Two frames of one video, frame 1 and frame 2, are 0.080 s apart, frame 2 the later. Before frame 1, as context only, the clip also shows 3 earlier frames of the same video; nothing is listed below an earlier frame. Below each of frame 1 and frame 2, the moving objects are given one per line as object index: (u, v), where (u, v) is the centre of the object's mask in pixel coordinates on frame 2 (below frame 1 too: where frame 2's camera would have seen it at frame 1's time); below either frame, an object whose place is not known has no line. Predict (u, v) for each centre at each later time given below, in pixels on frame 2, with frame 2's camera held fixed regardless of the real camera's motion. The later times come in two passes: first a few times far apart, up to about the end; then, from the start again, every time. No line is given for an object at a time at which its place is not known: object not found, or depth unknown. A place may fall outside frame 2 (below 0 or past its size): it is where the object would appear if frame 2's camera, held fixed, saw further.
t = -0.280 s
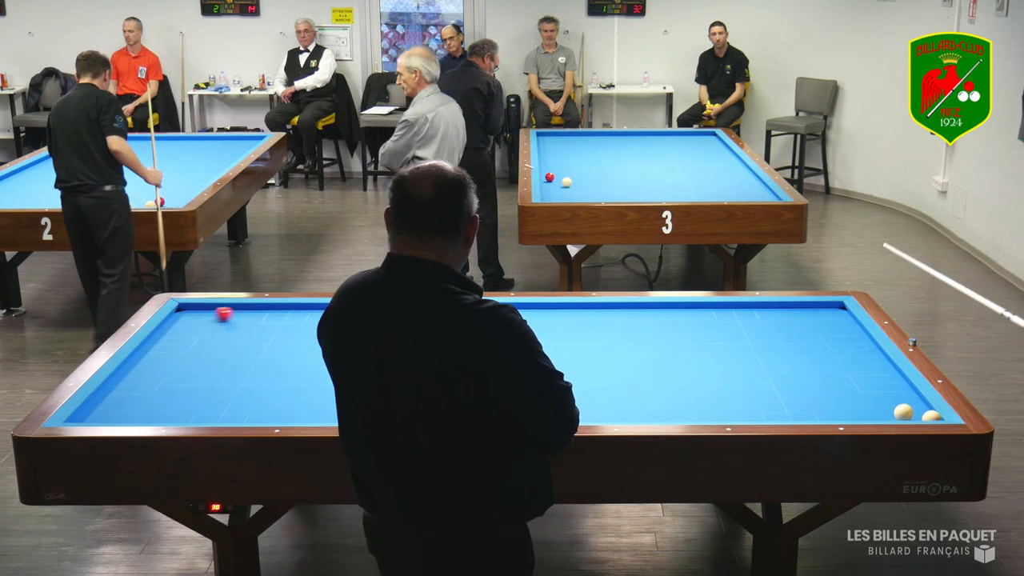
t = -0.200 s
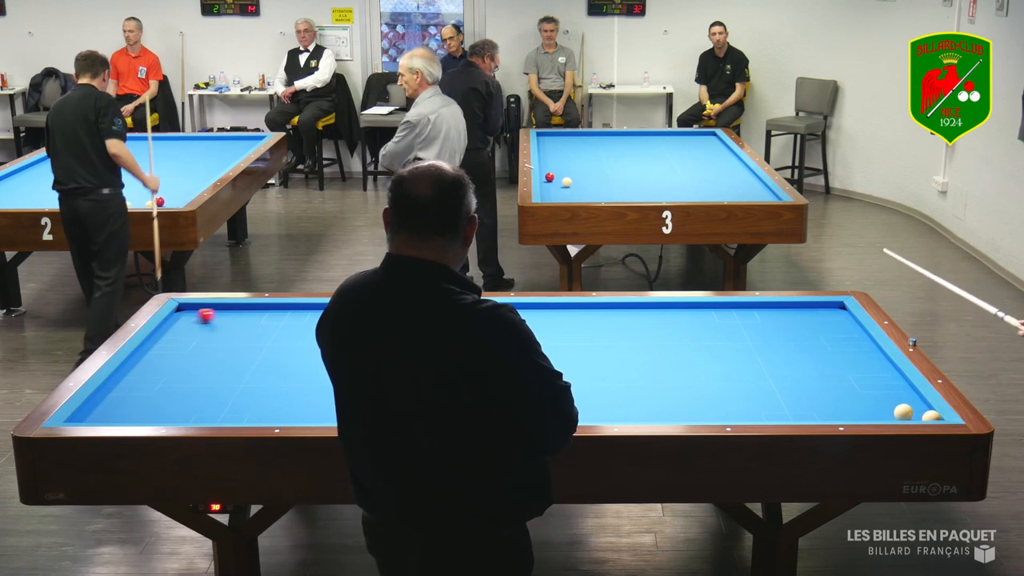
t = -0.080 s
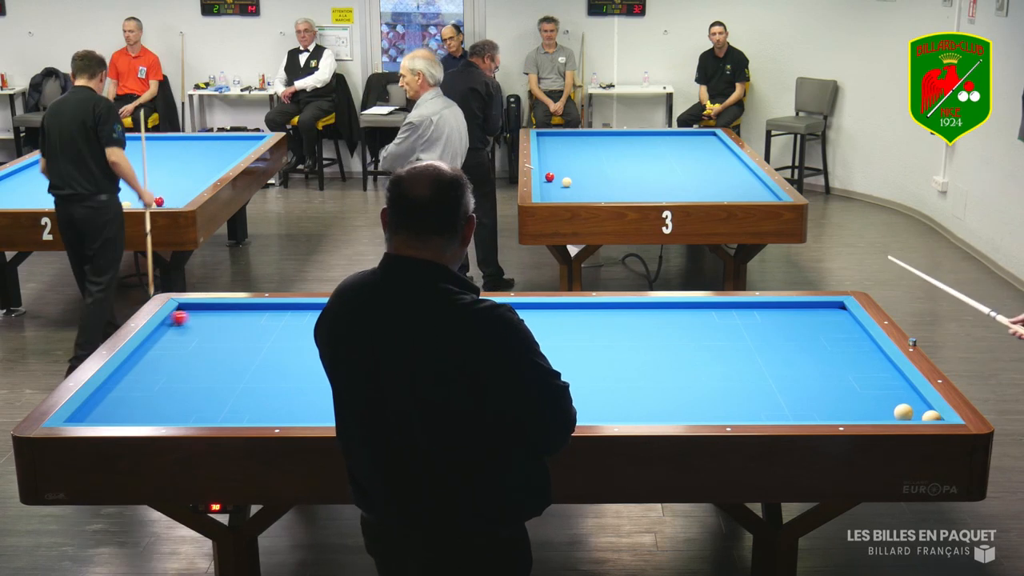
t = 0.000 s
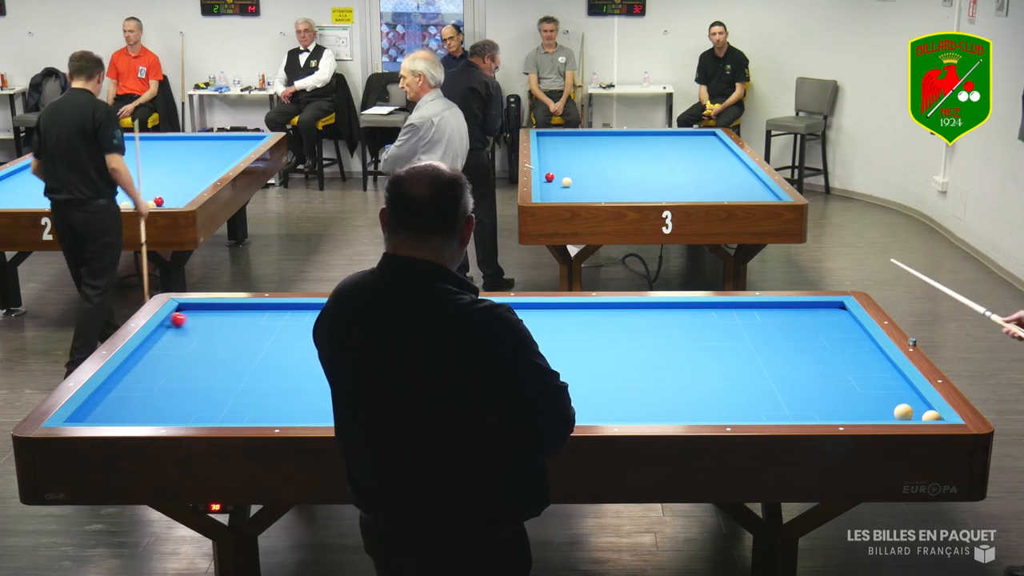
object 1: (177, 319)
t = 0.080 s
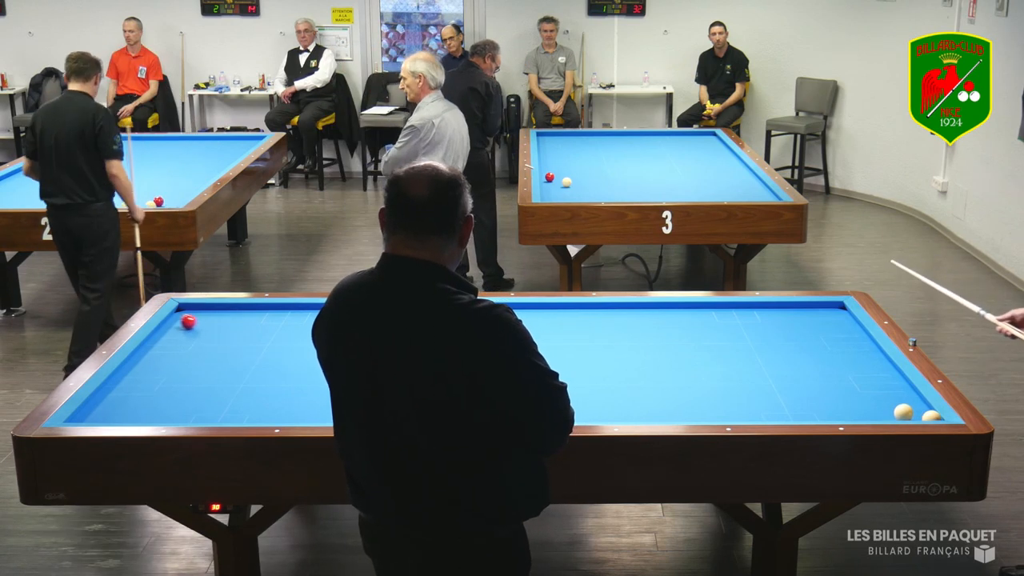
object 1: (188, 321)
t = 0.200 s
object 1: (200, 324)
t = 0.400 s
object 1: (221, 328)
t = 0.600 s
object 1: (241, 332)
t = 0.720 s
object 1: (254, 335)
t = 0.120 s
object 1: (192, 322)
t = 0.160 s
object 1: (196, 323)
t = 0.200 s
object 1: (200, 324)
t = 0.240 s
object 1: (204, 325)
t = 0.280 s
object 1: (209, 326)
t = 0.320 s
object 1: (213, 327)
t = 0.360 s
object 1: (217, 328)
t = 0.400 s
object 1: (221, 328)
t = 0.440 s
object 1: (225, 329)
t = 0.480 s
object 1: (229, 330)
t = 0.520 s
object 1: (233, 331)
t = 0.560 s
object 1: (237, 332)
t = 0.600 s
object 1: (241, 332)
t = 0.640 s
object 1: (246, 333)
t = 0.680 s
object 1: (250, 334)
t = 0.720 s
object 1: (254, 335)
